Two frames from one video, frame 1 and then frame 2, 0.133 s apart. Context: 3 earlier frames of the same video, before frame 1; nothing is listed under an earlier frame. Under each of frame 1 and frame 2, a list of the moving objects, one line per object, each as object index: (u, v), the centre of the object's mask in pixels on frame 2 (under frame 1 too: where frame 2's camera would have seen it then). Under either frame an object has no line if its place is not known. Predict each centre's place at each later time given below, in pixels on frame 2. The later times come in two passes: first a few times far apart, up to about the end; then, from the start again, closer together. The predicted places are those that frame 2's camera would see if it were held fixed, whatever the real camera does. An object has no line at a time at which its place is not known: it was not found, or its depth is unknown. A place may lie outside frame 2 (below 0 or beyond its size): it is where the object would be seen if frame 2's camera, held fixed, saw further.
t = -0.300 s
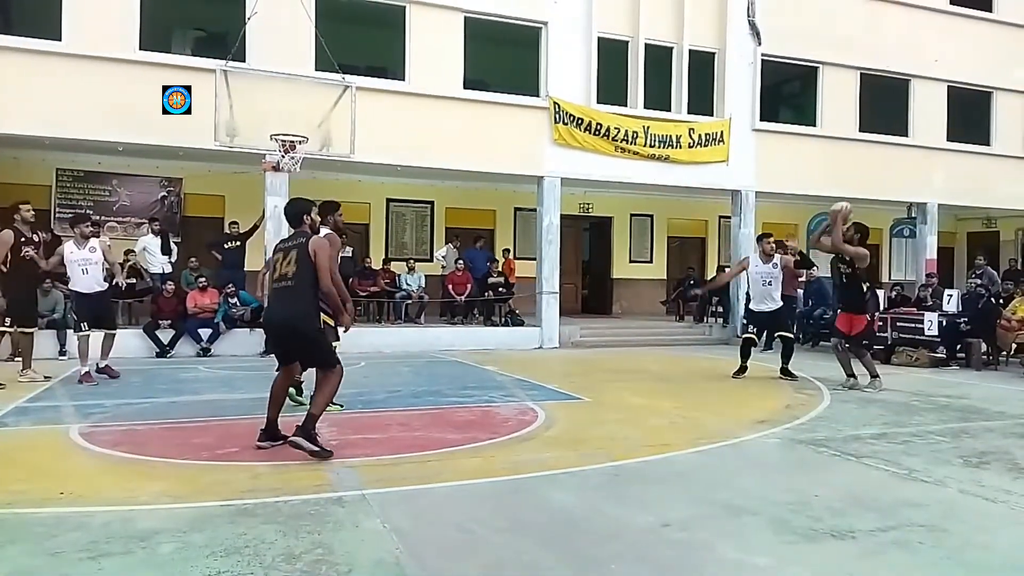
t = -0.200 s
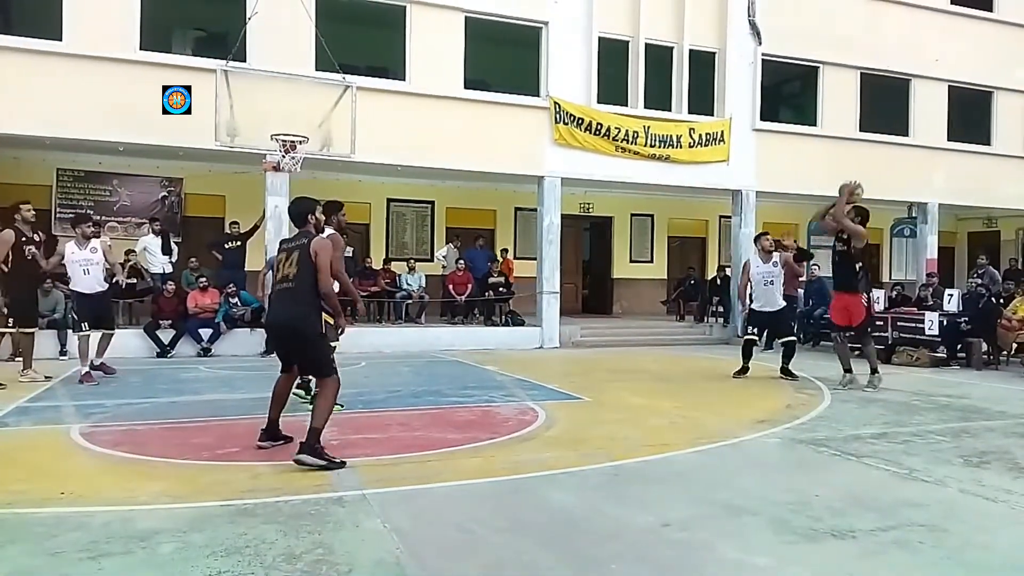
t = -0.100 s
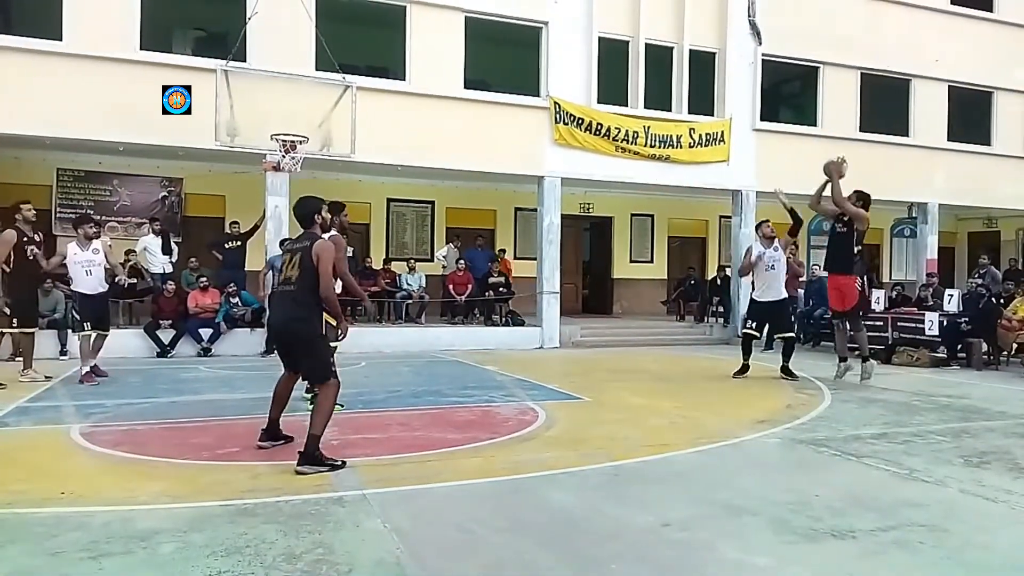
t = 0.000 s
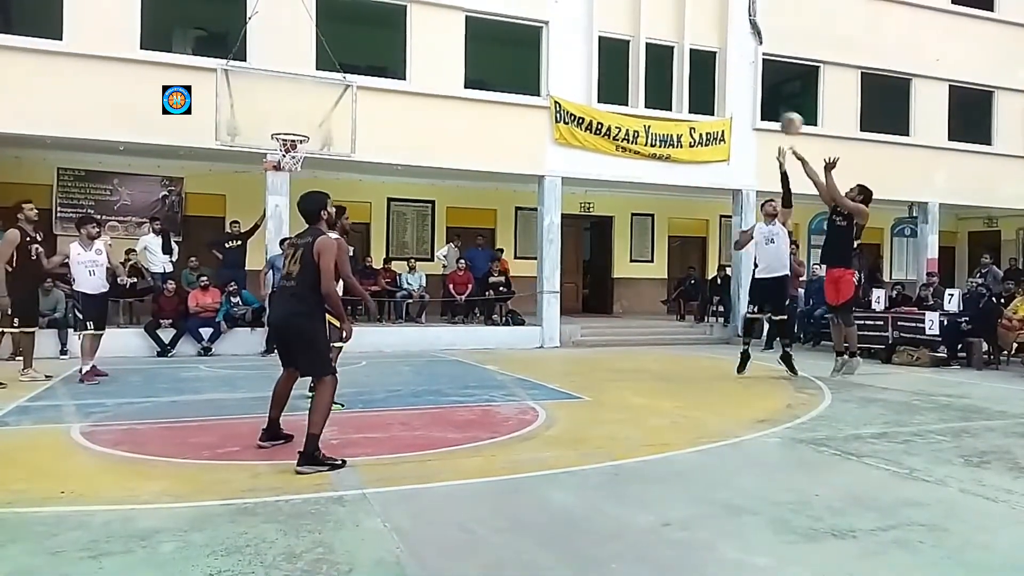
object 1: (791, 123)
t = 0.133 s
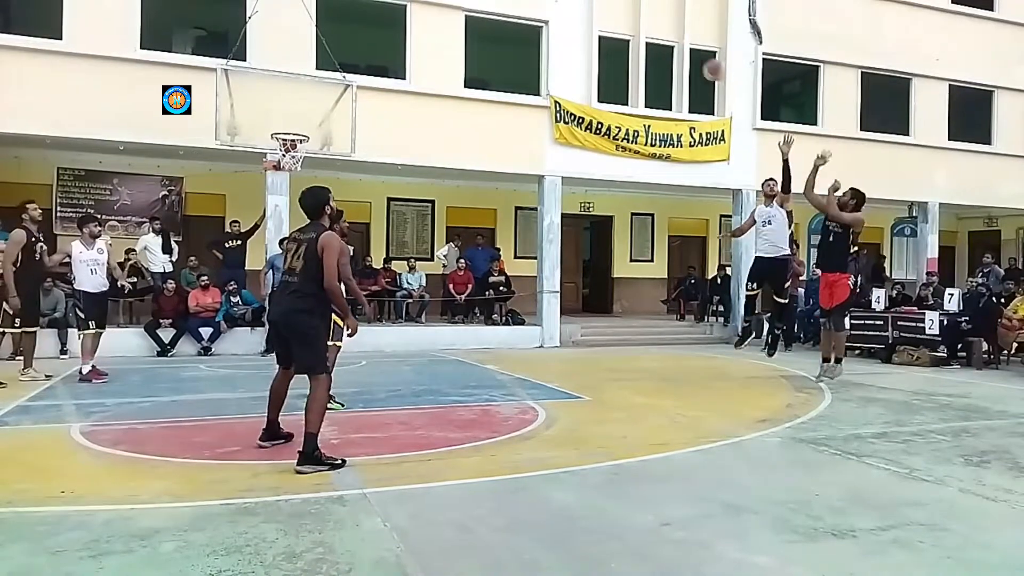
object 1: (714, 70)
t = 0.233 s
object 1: (661, 43)
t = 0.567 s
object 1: (495, 11)
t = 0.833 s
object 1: (379, 48)
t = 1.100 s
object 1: (278, 128)
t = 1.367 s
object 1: (368, 72)
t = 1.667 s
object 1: (465, 70)
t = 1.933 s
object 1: (550, 123)
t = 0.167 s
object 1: (698, 60)
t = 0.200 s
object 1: (678, 50)
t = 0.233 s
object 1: (661, 43)
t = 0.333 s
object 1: (608, 24)
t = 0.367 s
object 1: (592, 18)
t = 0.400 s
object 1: (576, 14)
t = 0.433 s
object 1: (559, 11)
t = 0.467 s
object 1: (543, 10)
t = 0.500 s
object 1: (527, 9)
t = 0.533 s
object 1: (512, 9)
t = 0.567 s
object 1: (495, 11)
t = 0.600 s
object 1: (480, 13)
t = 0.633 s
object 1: (466, 15)
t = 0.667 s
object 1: (451, 19)
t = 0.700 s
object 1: (436, 23)
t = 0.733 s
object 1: (422, 30)
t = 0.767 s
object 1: (406, 35)
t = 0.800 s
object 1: (393, 41)
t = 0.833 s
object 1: (379, 48)
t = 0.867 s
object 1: (365, 57)
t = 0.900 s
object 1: (352, 66)
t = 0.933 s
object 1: (338, 75)
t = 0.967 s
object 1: (325, 87)
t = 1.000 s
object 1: (312, 99)
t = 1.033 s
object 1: (298, 111)
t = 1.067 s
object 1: (286, 123)
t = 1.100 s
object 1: (278, 128)
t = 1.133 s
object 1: (291, 120)
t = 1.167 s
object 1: (302, 111)
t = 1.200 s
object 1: (313, 103)
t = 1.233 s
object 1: (323, 95)
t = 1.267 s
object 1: (335, 88)
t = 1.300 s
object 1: (345, 82)
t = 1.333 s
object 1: (356, 77)
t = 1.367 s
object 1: (368, 72)
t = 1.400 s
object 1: (378, 69)
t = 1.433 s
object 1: (389, 67)
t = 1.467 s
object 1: (399, 65)
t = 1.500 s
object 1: (410, 64)
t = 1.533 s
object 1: (421, 63)
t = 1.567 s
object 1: (432, 63)
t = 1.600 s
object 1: (443, 65)
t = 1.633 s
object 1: (454, 67)
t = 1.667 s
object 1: (465, 70)
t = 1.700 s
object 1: (476, 74)
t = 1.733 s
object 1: (486, 78)
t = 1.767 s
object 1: (497, 83)
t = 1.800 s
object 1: (508, 89)
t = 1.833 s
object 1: (519, 96)
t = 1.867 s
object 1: (530, 104)
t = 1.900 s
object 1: (540, 113)
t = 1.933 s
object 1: (550, 123)
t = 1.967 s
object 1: (561, 133)
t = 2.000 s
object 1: (573, 145)
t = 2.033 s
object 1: (583, 157)
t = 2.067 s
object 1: (594, 171)
